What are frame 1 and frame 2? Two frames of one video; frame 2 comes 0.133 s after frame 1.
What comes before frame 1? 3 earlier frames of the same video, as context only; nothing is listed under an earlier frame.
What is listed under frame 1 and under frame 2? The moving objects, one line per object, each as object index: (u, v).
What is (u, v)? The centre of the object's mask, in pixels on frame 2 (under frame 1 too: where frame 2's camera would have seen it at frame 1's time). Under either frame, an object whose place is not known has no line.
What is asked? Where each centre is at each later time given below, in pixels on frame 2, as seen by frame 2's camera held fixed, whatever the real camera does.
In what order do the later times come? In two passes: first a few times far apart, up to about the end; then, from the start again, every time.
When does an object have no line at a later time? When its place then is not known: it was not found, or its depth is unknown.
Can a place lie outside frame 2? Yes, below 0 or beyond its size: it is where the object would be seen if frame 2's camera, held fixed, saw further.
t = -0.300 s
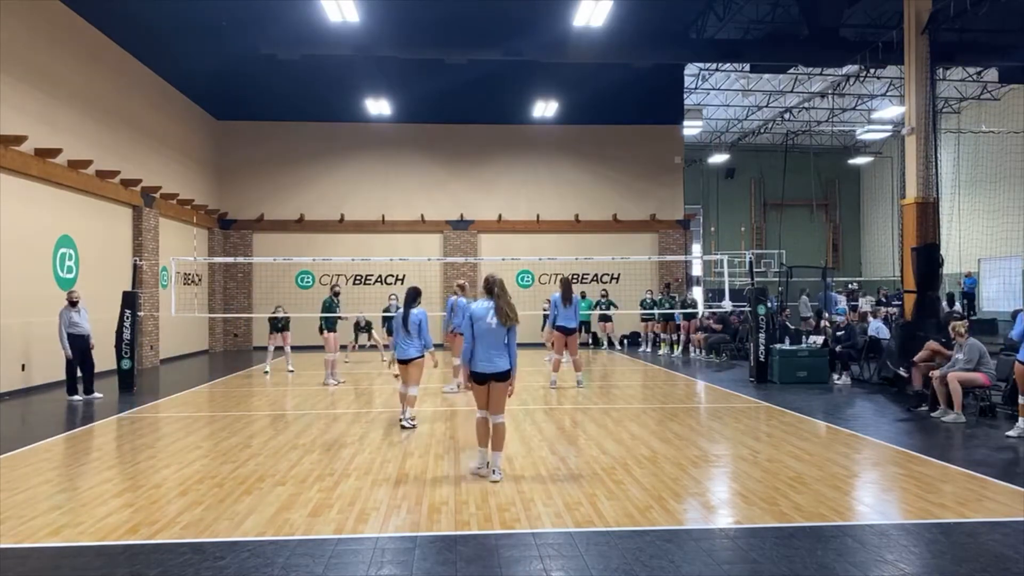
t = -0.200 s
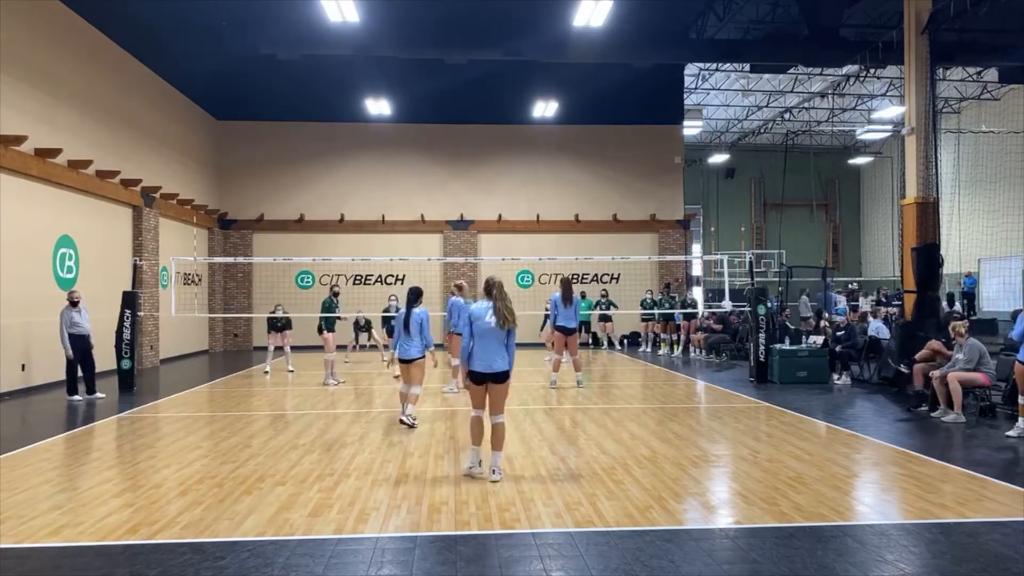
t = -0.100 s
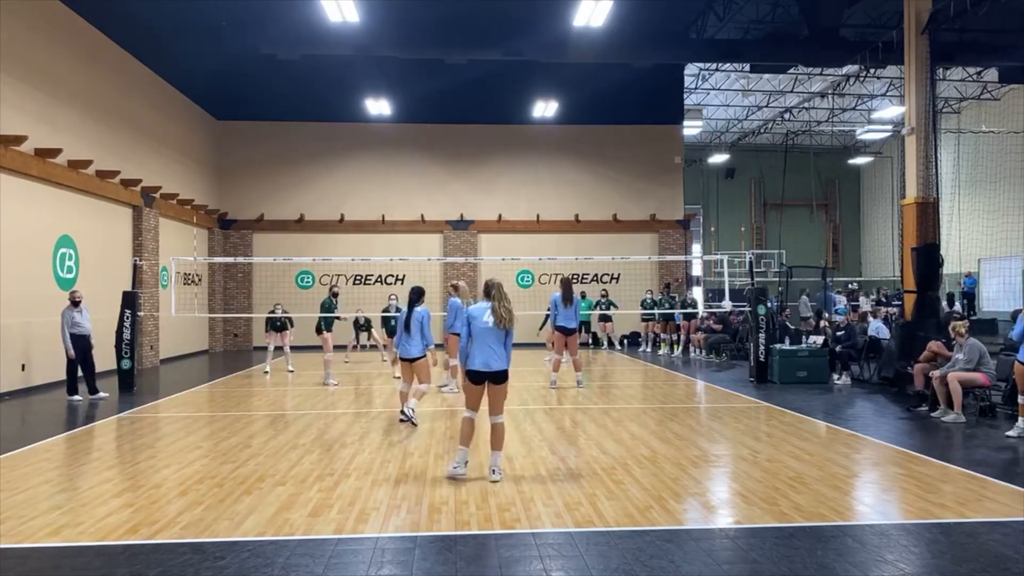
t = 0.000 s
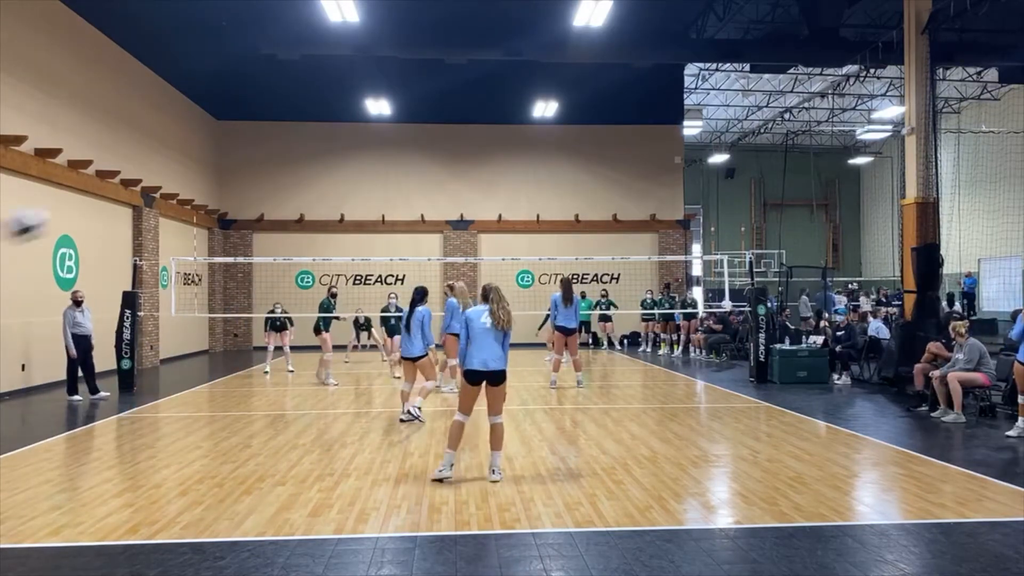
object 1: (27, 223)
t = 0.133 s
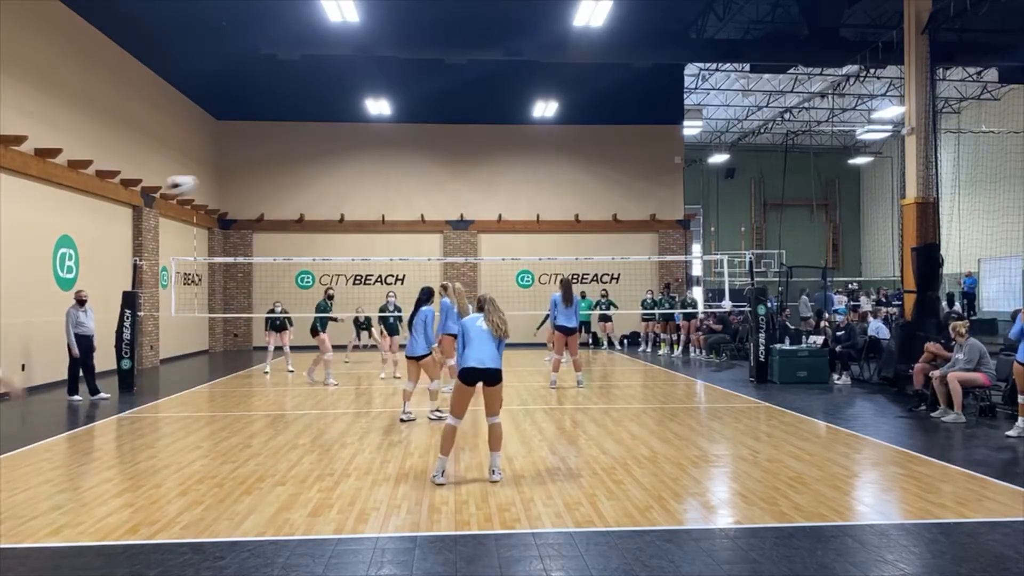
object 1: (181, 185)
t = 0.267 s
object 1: (267, 174)
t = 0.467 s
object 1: (340, 179)
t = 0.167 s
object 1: (208, 181)
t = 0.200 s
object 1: (229, 179)
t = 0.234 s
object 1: (249, 176)
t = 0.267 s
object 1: (267, 174)
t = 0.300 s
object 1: (282, 173)
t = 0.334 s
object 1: (296, 174)
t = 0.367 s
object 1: (309, 174)
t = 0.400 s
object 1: (320, 175)
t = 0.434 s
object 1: (331, 177)
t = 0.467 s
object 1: (340, 179)
